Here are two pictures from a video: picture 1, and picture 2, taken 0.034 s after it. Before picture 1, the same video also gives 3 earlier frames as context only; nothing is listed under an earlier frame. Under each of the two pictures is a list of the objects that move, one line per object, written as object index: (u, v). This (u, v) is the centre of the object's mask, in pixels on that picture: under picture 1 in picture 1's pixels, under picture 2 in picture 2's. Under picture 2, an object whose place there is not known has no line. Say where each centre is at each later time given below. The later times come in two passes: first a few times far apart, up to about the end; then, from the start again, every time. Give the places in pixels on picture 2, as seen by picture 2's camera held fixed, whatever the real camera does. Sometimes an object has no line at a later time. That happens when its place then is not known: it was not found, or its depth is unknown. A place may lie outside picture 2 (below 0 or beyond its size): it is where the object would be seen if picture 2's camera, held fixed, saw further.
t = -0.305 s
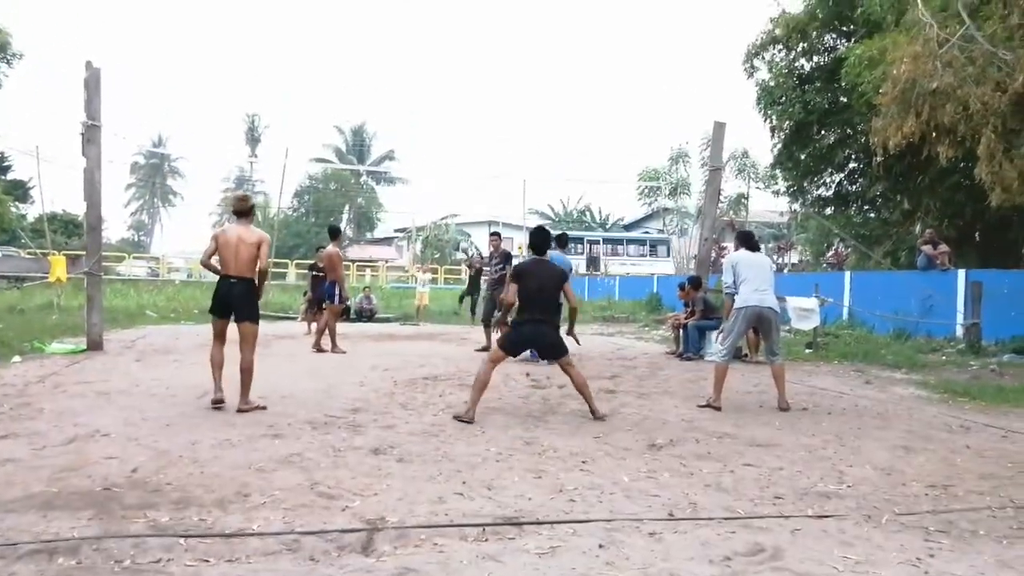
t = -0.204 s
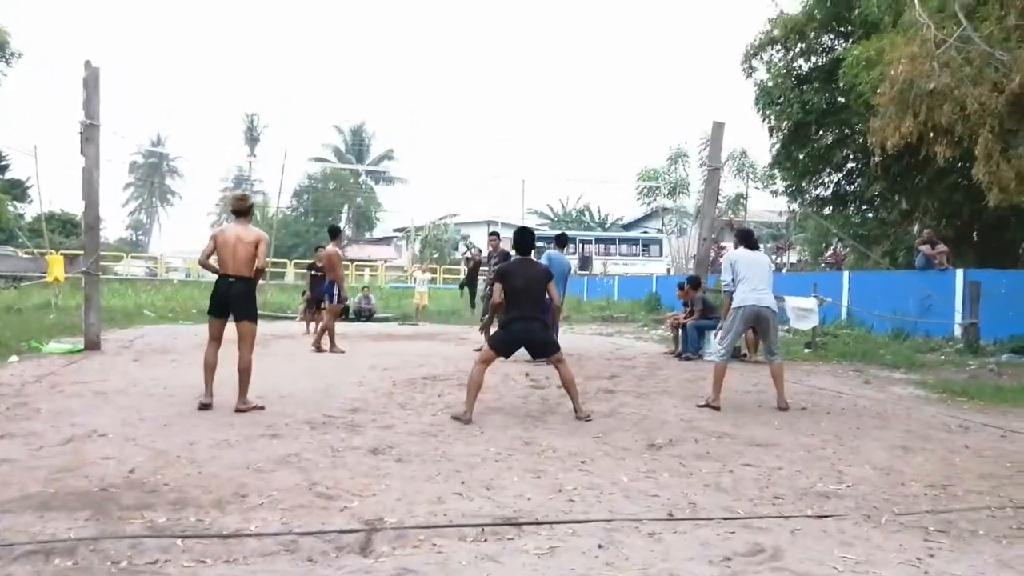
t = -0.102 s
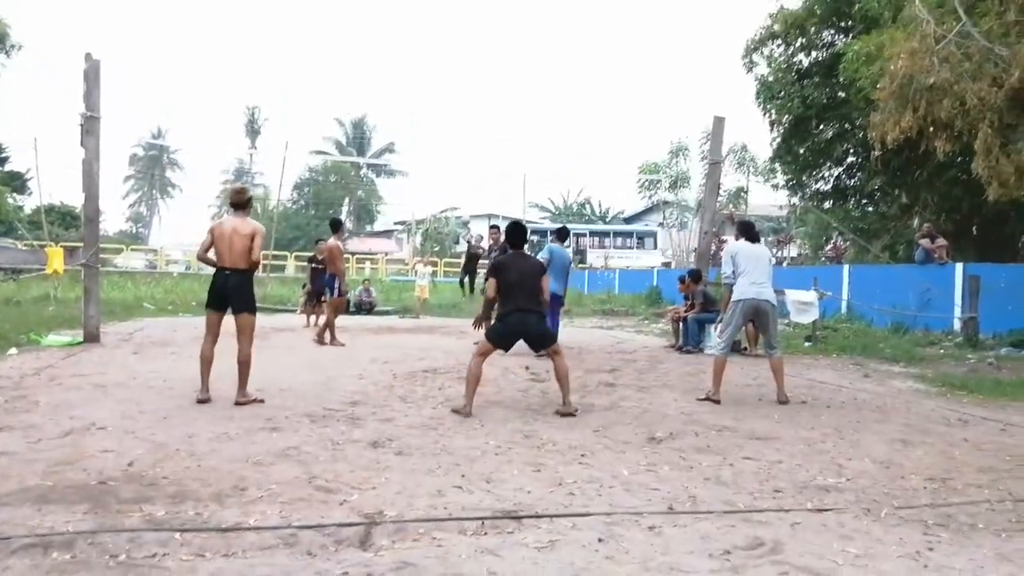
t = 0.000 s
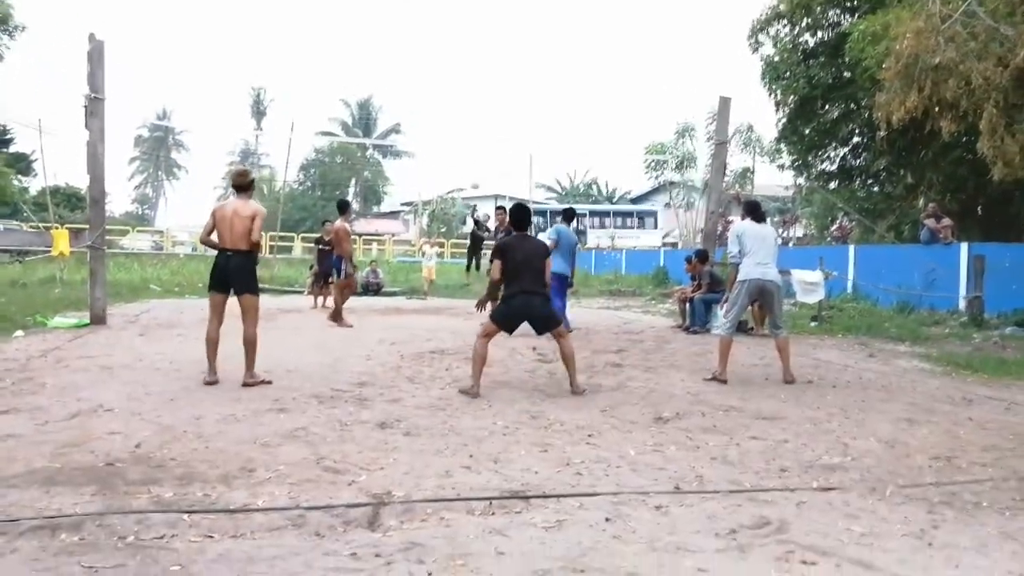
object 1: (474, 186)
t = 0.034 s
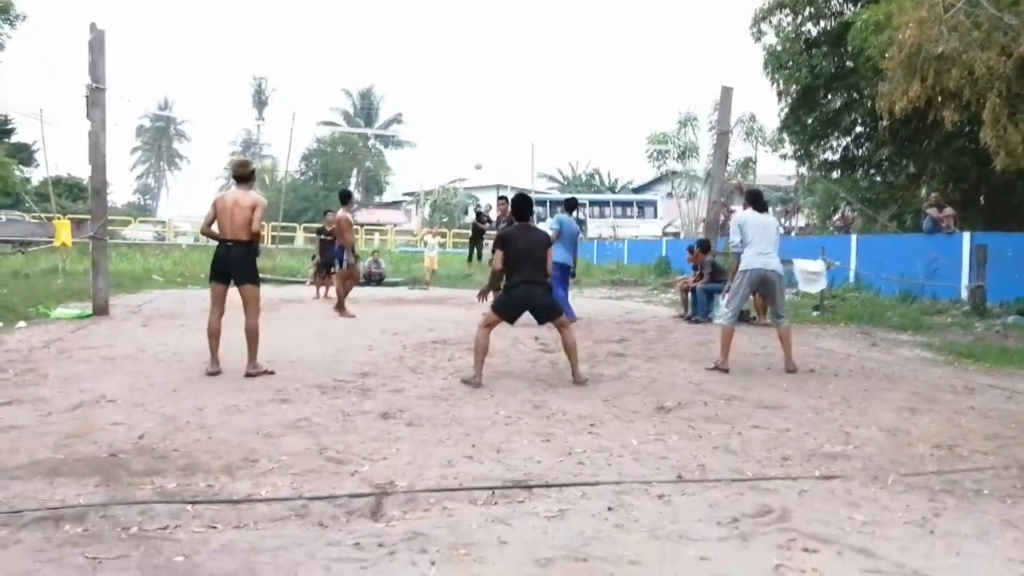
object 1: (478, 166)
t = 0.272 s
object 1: (483, 109)
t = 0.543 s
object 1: (491, 71)
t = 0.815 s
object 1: (500, 87)
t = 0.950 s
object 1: (503, 132)
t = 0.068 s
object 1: (478, 158)
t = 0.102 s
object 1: (479, 149)
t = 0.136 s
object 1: (479, 141)
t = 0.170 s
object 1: (480, 132)
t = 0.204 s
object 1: (481, 124)
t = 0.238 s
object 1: (482, 116)
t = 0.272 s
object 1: (483, 109)
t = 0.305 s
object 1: (483, 102)
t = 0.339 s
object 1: (484, 96)
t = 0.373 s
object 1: (485, 90)
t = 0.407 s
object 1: (486, 84)
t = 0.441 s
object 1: (487, 80)
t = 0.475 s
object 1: (488, 76)
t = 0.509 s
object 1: (489, 72)
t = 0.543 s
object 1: (491, 71)
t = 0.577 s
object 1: (491, 70)
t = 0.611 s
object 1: (493, 69)
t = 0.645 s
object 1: (493, 69)
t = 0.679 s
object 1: (494, 71)
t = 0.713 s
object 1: (495, 73)
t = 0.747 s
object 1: (497, 77)
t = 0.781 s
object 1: (498, 81)
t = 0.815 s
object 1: (500, 87)
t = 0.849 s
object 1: (500, 95)
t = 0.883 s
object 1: (501, 105)
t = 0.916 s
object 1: (502, 117)
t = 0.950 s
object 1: (503, 132)
